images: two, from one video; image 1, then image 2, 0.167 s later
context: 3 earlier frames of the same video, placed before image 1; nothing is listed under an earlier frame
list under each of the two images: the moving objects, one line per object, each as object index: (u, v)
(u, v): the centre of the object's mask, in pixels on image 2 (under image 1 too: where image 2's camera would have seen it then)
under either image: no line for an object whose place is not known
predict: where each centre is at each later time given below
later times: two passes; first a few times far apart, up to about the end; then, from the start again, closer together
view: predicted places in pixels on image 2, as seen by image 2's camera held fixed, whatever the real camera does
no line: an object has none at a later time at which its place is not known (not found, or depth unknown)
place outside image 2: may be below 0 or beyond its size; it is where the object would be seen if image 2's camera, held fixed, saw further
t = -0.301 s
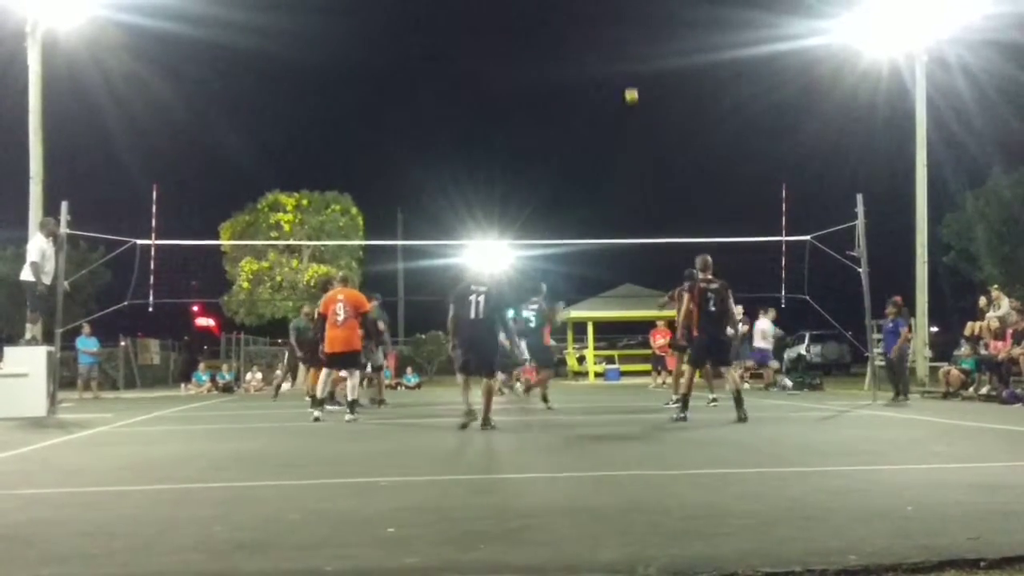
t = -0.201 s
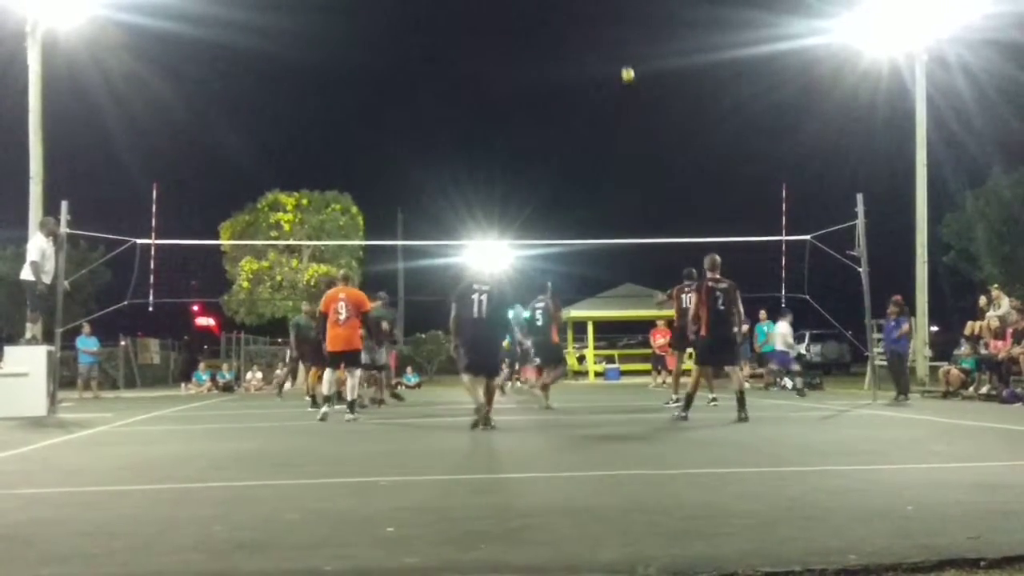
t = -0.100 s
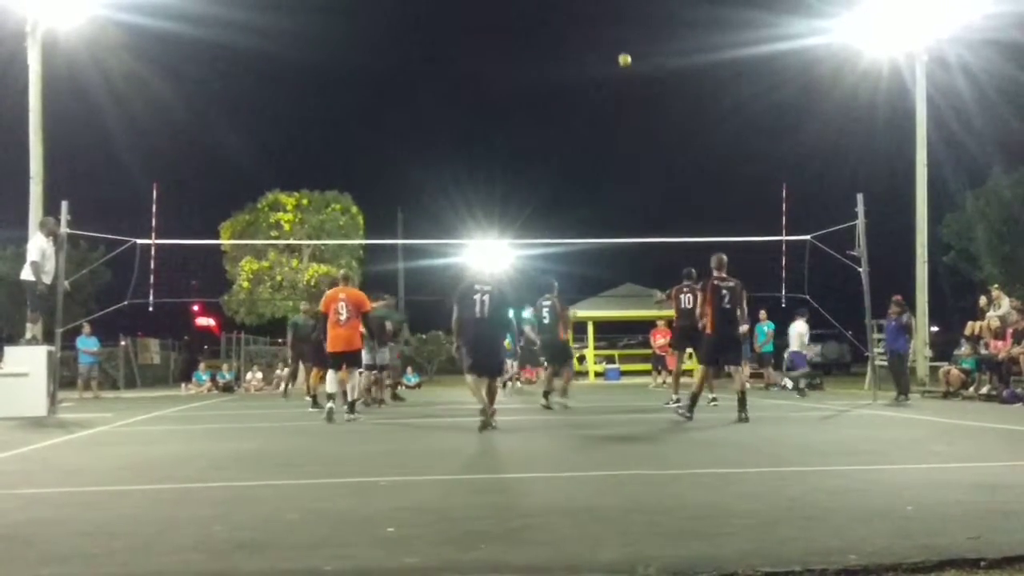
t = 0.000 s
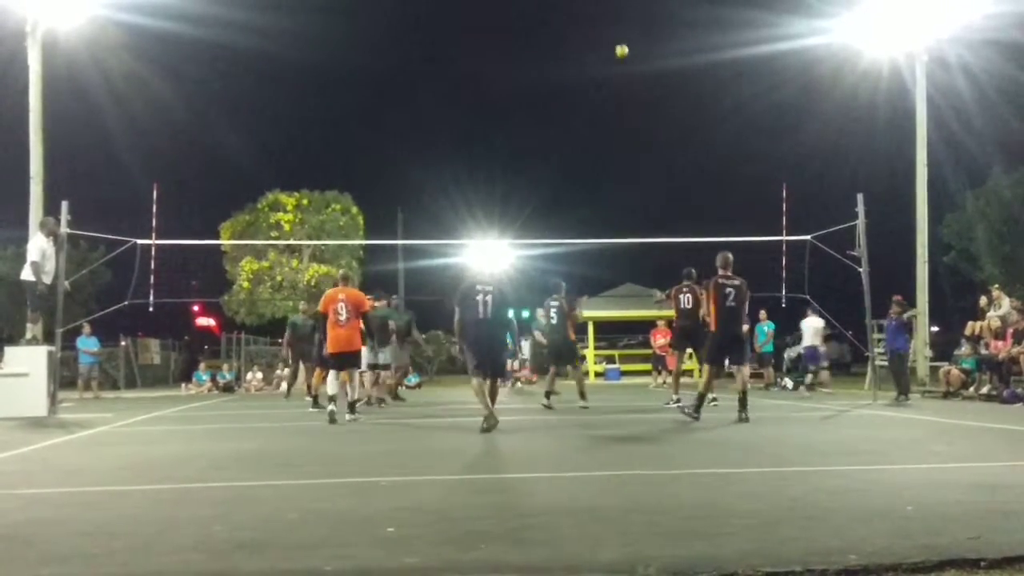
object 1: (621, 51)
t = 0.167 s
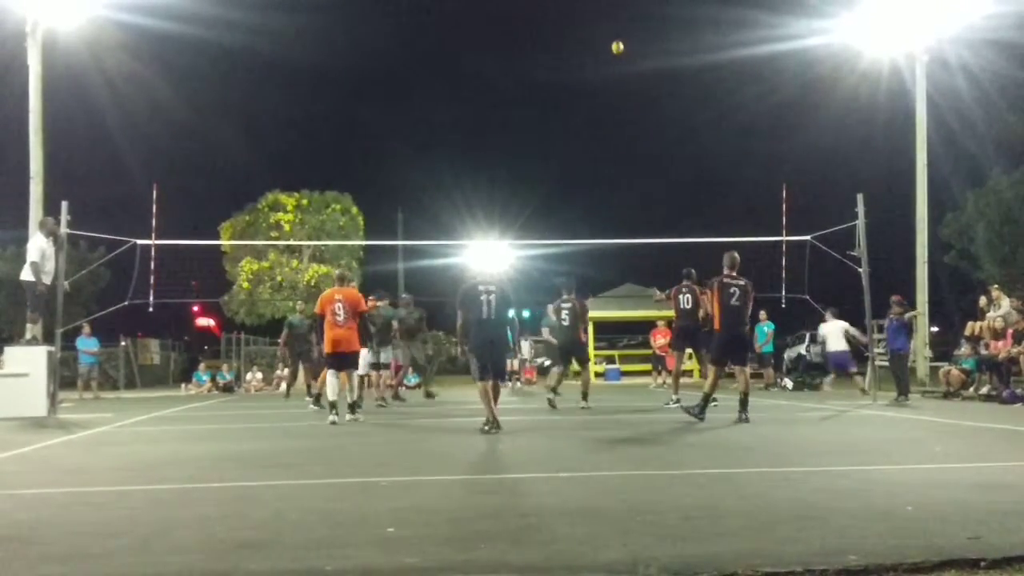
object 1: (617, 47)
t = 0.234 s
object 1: (615, 49)
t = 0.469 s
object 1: (610, 77)
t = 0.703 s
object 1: (607, 132)
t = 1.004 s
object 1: (607, 241)
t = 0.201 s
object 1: (616, 48)
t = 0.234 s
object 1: (615, 49)
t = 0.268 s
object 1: (614, 52)
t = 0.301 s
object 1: (614, 55)
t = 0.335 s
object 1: (613, 59)
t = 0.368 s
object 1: (612, 62)
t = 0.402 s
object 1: (612, 66)
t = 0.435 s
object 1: (611, 71)
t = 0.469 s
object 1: (610, 77)
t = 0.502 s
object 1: (609, 84)
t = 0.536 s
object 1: (609, 90)
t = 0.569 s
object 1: (609, 98)
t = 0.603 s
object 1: (608, 105)
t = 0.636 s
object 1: (608, 114)
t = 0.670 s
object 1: (608, 123)
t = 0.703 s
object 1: (607, 132)
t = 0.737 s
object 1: (608, 142)
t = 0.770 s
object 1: (607, 153)
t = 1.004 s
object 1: (607, 241)
